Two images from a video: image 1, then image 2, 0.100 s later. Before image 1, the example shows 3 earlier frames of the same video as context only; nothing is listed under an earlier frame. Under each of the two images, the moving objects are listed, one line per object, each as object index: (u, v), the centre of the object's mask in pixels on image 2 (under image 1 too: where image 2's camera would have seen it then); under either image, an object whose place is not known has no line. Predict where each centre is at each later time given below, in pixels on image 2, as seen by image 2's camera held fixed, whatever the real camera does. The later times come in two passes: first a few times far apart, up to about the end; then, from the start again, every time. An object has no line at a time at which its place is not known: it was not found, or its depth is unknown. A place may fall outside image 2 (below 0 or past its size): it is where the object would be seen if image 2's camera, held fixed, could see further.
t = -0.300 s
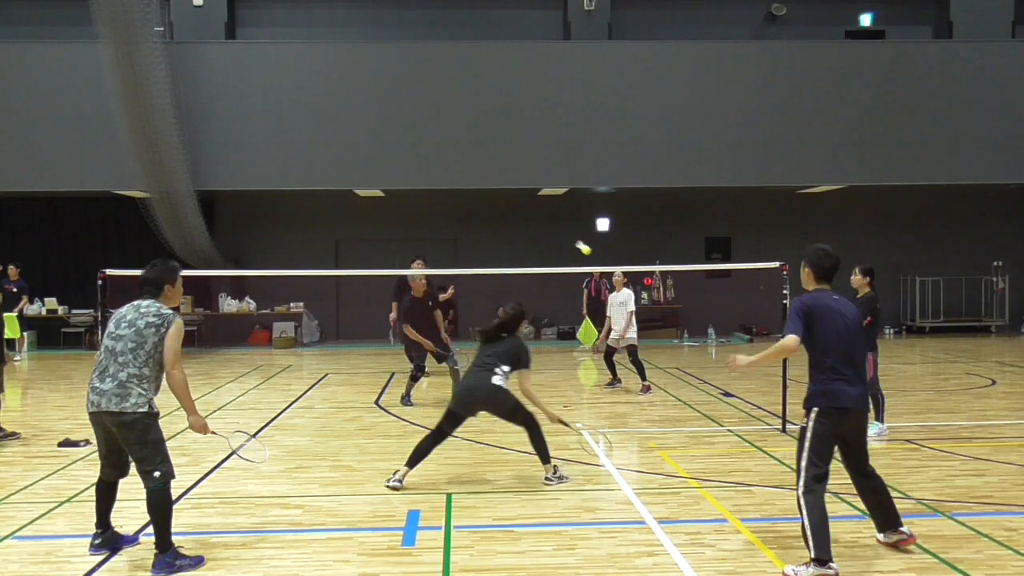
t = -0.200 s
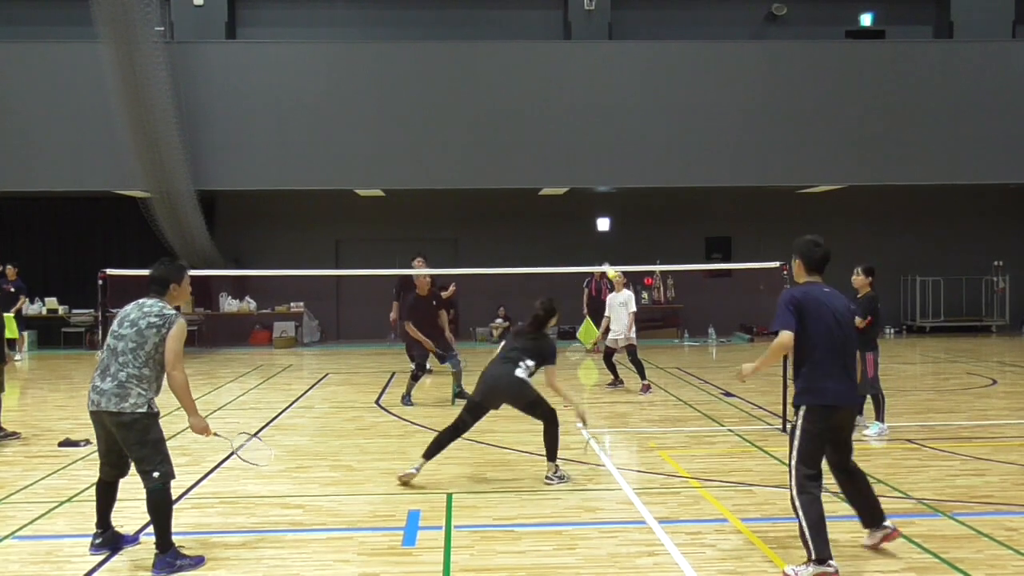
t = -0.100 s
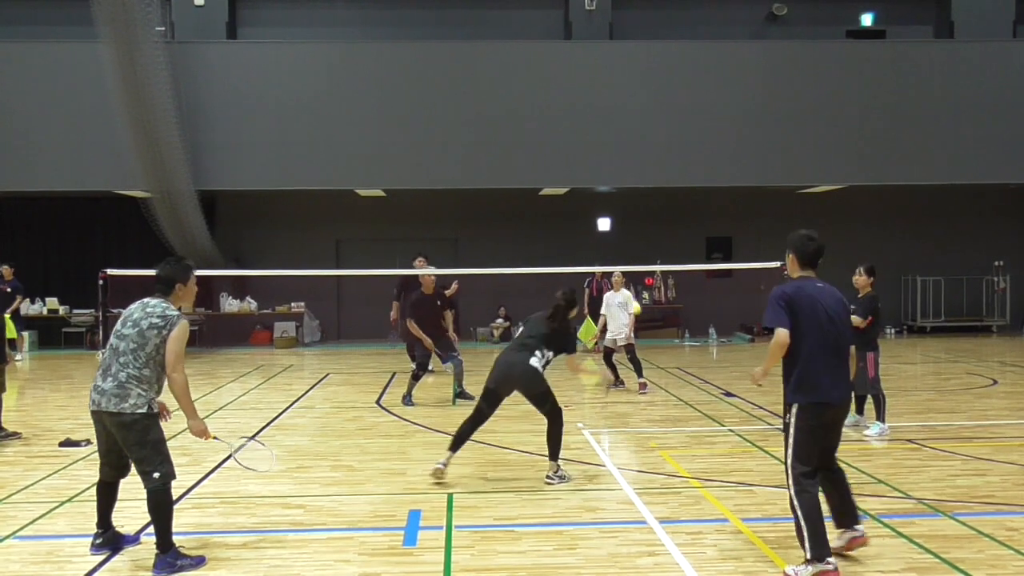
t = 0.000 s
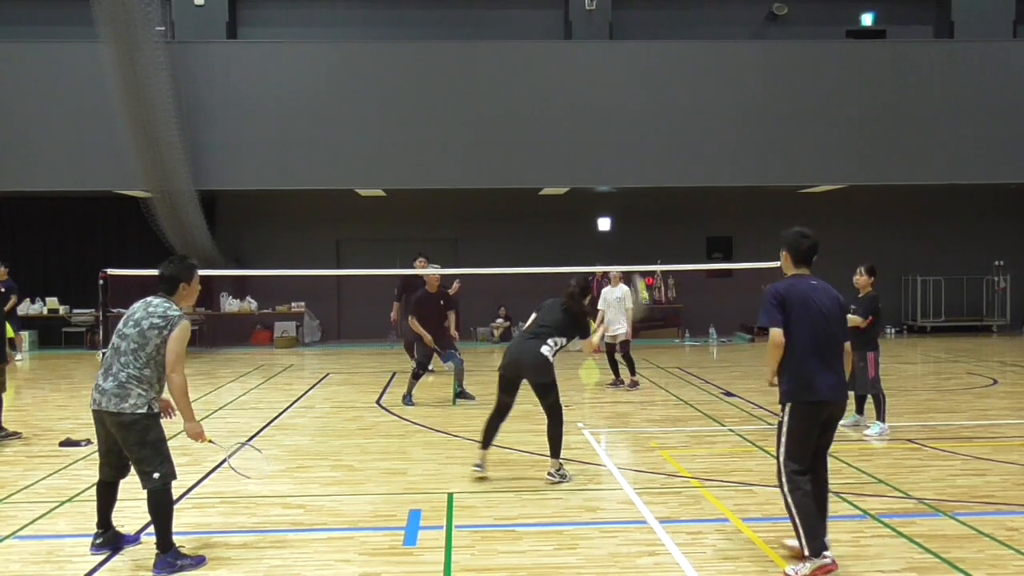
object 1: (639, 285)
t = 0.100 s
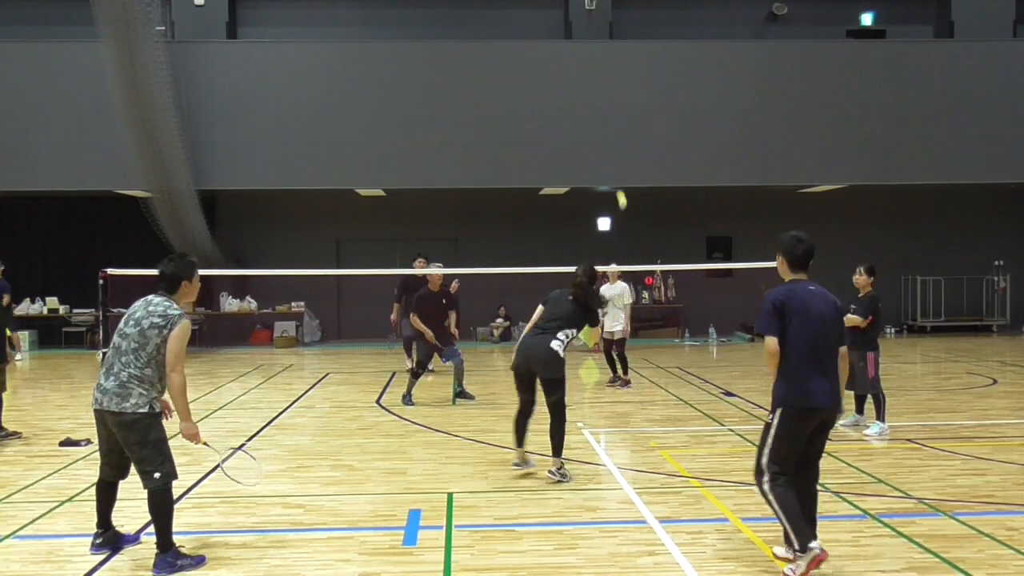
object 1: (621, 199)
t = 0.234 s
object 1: (606, 141)
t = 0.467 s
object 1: (591, 114)
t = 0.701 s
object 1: (585, 138)
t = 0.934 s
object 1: (578, 190)
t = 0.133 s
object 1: (618, 180)
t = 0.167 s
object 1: (613, 164)
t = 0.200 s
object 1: (609, 151)
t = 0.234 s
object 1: (606, 141)
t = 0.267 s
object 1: (603, 133)
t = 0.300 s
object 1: (600, 126)
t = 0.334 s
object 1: (597, 121)
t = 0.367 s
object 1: (595, 117)
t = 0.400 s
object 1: (594, 115)
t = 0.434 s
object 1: (592, 114)
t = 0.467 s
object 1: (591, 114)
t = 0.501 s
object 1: (590, 115)
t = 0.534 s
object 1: (589, 117)
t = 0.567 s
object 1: (588, 119)
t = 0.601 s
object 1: (587, 122)
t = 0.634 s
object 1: (586, 127)
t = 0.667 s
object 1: (585, 132)
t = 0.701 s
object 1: (585, 138)
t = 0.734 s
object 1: (584, 144)
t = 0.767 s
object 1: (583, 151)
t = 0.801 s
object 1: (582, 158)
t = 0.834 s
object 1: (581, 165)
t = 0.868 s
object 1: (580, 173)
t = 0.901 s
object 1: (579, 182)
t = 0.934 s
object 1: (578, 190)
